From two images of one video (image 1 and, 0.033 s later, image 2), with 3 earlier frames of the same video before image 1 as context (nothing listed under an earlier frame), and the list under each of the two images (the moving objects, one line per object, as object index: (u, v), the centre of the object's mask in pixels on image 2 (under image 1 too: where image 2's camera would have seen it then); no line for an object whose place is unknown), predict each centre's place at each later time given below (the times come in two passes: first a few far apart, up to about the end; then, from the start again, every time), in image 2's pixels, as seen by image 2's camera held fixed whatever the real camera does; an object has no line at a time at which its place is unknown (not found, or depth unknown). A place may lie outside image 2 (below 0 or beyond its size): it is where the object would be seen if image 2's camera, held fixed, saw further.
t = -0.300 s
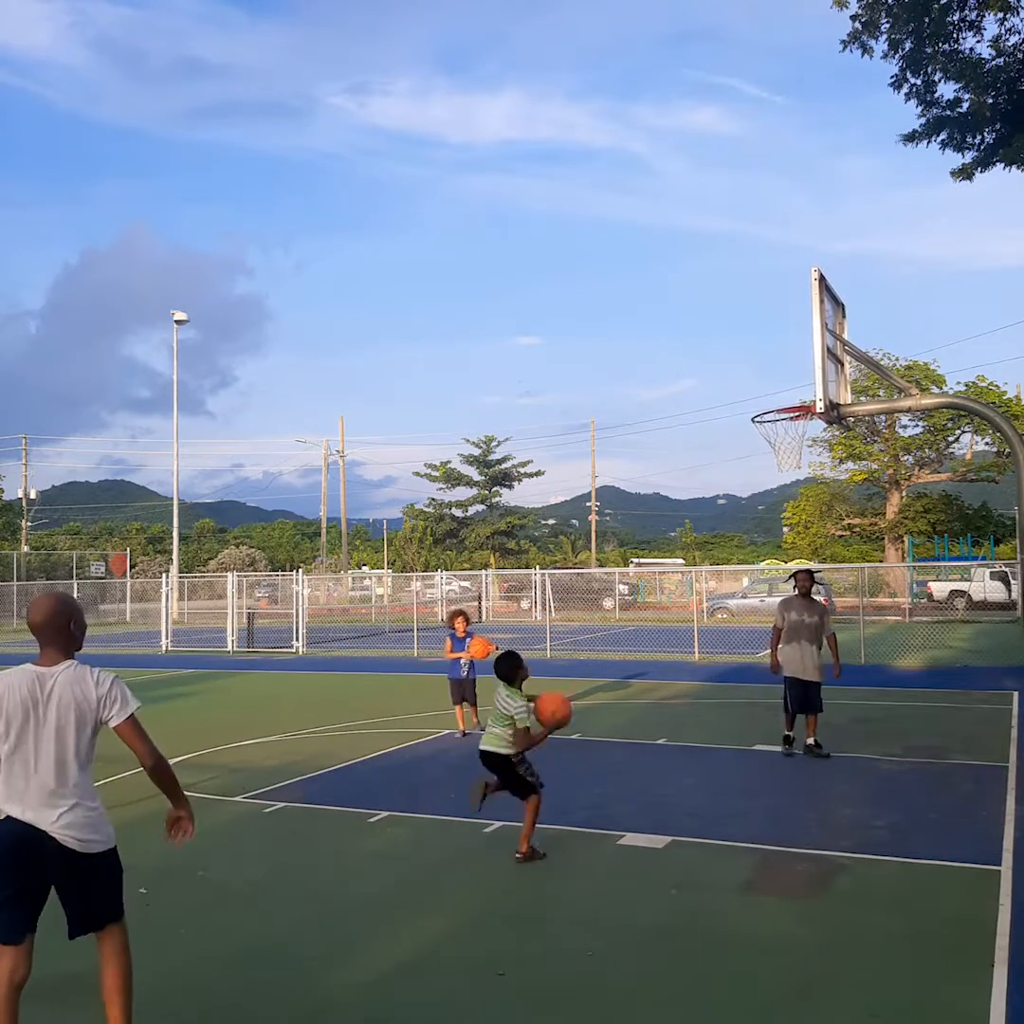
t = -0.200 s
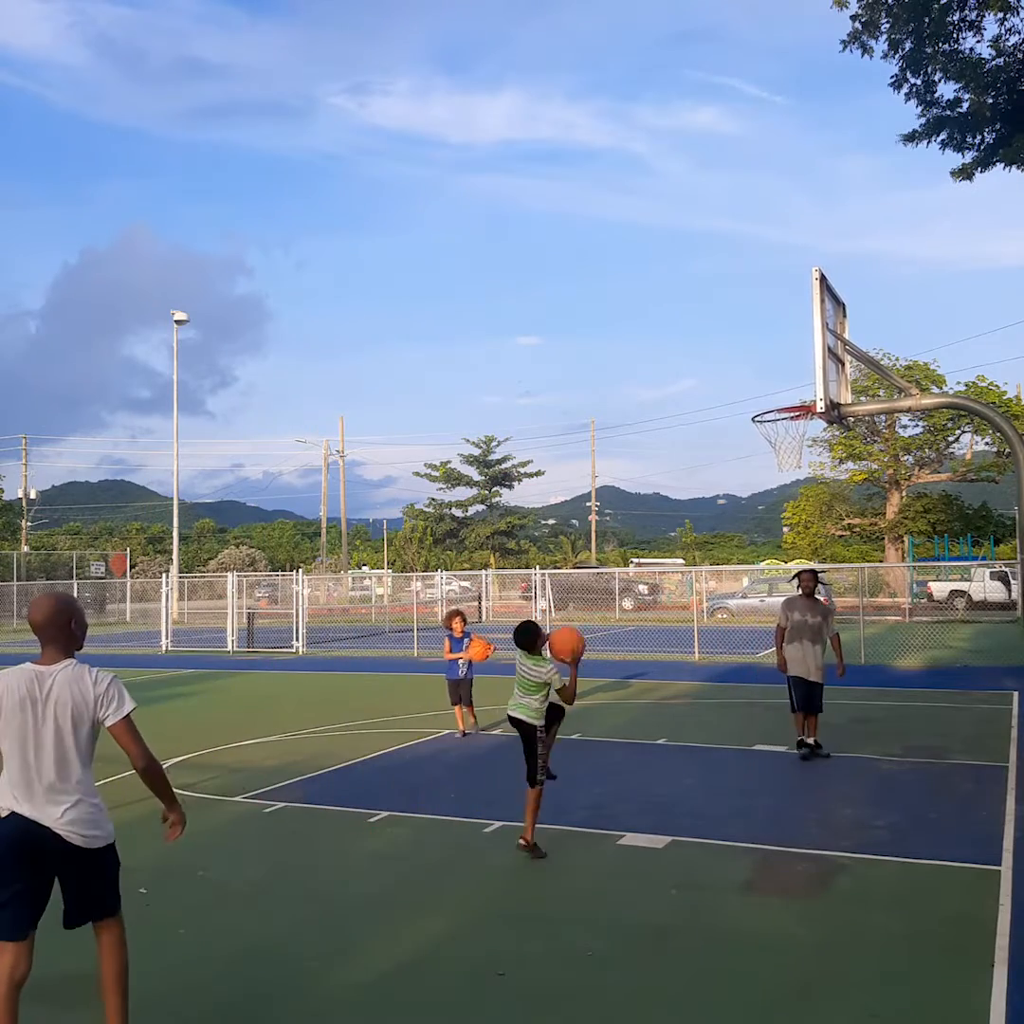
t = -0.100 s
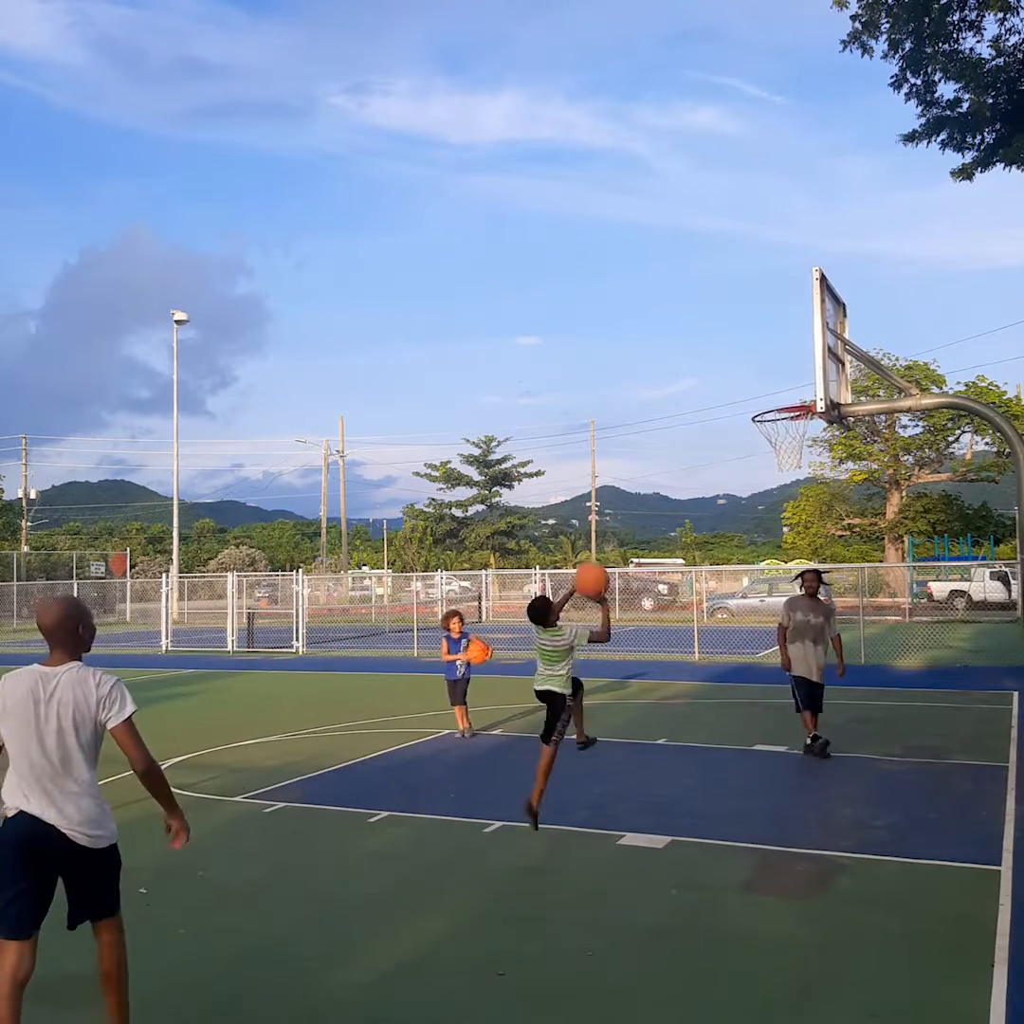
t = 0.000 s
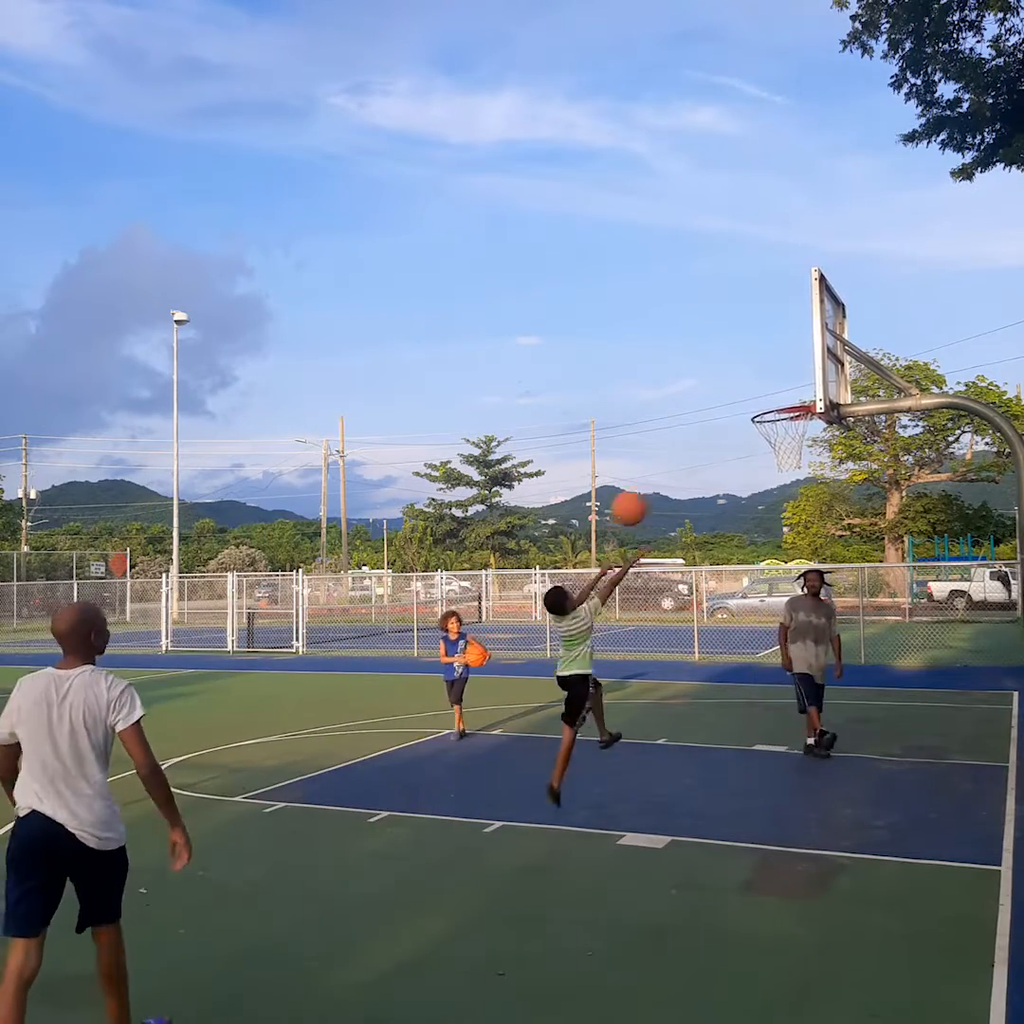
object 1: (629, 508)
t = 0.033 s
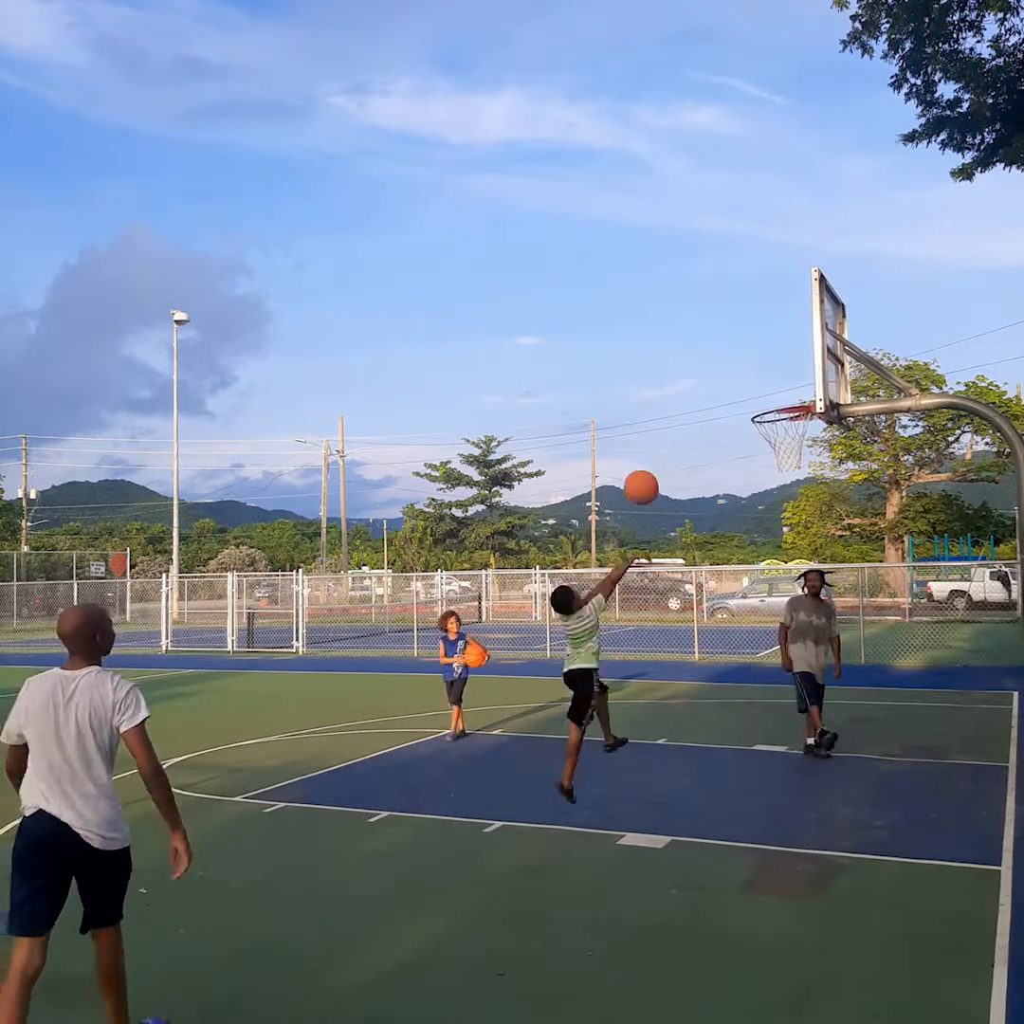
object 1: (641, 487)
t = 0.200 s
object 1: (702, 410)
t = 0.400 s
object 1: (770, 371)
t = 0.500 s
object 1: (801, 372)
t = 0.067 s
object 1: (653, 468)
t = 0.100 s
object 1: (666, 451)
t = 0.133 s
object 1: (678, 435)
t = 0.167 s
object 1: (690, 422)
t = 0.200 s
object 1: (702, 410)
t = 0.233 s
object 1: (713, 399)
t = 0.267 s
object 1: (725, 390)
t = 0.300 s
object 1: (737, 383)
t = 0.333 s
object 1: (748, 378)
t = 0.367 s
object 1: (759, 373)
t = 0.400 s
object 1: (770, 371)
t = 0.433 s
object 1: (780, 369)
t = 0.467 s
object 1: (791, 370)
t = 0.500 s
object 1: (801, 372)
